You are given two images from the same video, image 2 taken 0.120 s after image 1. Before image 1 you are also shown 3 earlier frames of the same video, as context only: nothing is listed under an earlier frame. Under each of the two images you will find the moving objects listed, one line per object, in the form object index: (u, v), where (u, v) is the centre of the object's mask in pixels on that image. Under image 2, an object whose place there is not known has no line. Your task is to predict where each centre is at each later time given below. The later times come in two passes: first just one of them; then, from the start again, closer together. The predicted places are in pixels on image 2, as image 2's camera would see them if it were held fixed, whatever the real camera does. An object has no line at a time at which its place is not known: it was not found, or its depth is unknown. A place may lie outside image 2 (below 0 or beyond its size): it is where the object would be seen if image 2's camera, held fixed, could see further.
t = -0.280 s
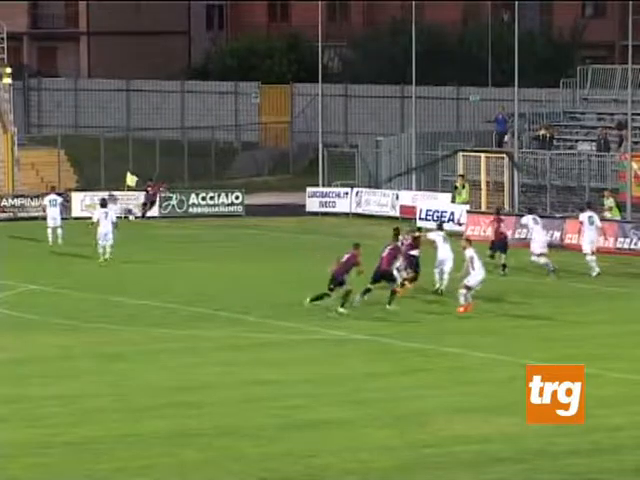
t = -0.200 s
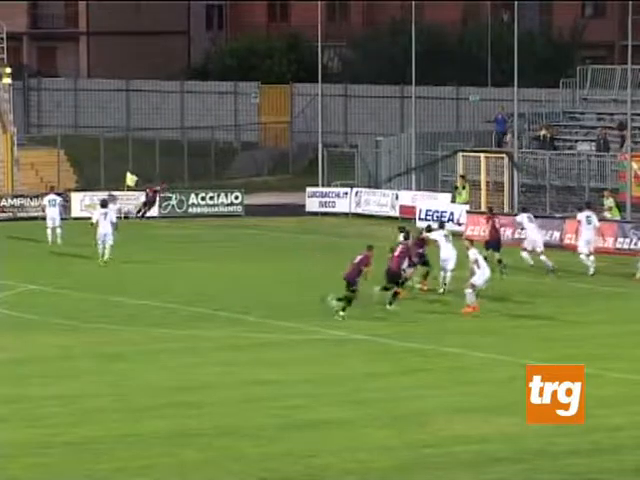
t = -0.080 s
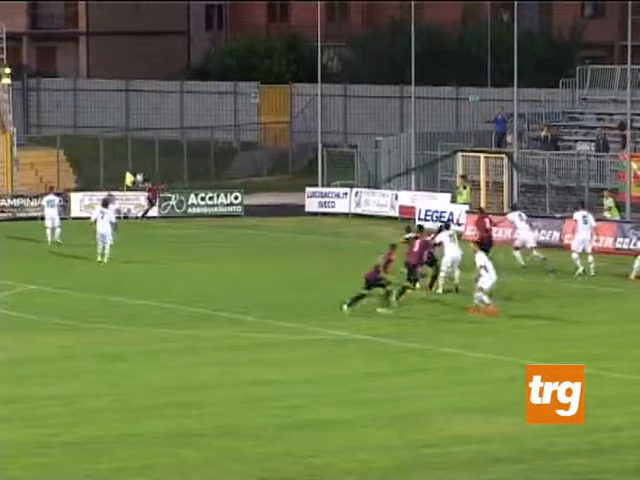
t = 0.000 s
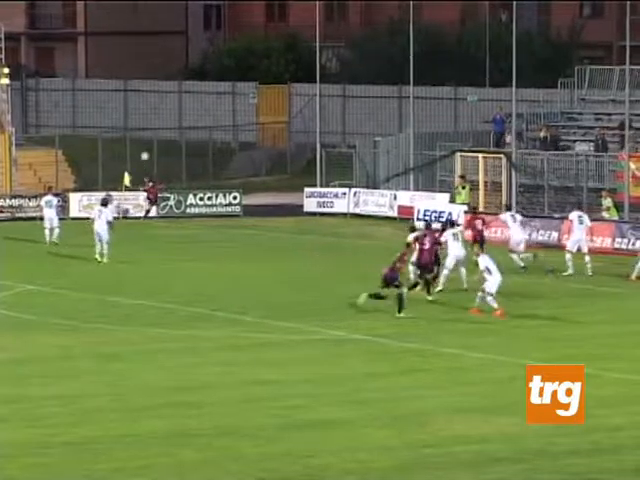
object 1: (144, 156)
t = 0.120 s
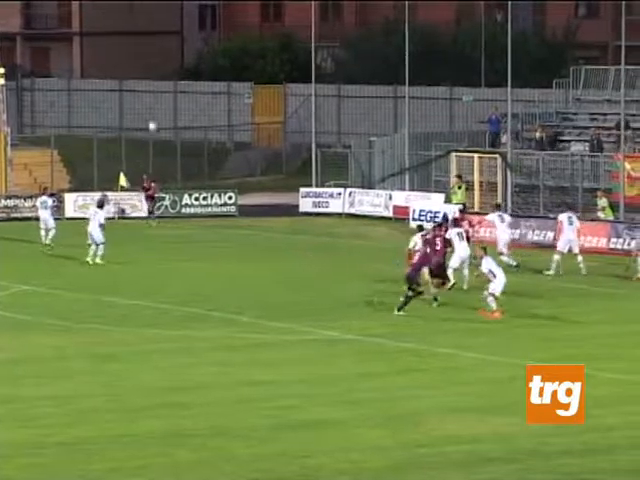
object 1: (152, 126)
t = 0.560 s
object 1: (226, 43)
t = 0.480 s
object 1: (209, 55)
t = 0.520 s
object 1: (217, 49)
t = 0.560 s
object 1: (226, 43)
